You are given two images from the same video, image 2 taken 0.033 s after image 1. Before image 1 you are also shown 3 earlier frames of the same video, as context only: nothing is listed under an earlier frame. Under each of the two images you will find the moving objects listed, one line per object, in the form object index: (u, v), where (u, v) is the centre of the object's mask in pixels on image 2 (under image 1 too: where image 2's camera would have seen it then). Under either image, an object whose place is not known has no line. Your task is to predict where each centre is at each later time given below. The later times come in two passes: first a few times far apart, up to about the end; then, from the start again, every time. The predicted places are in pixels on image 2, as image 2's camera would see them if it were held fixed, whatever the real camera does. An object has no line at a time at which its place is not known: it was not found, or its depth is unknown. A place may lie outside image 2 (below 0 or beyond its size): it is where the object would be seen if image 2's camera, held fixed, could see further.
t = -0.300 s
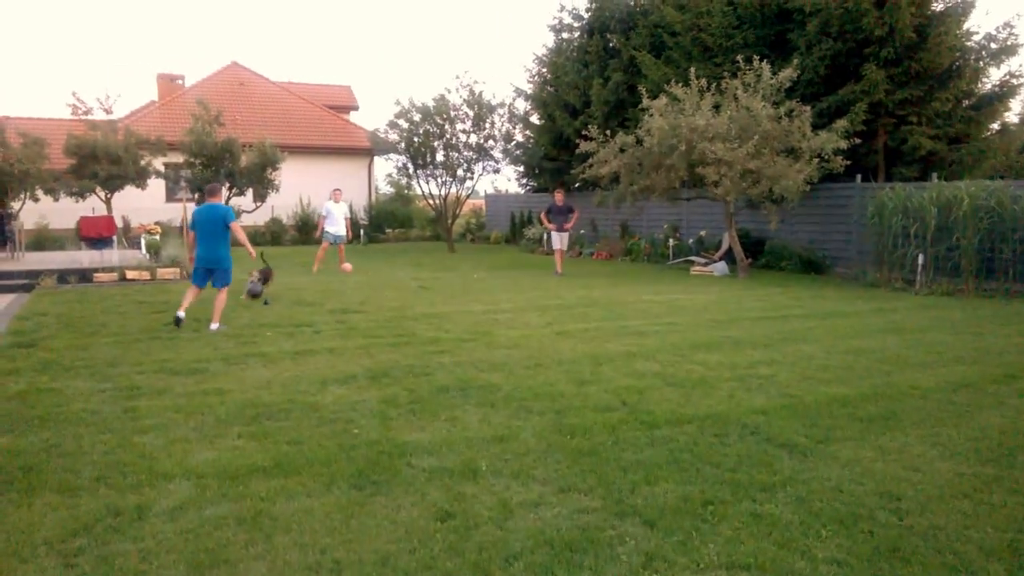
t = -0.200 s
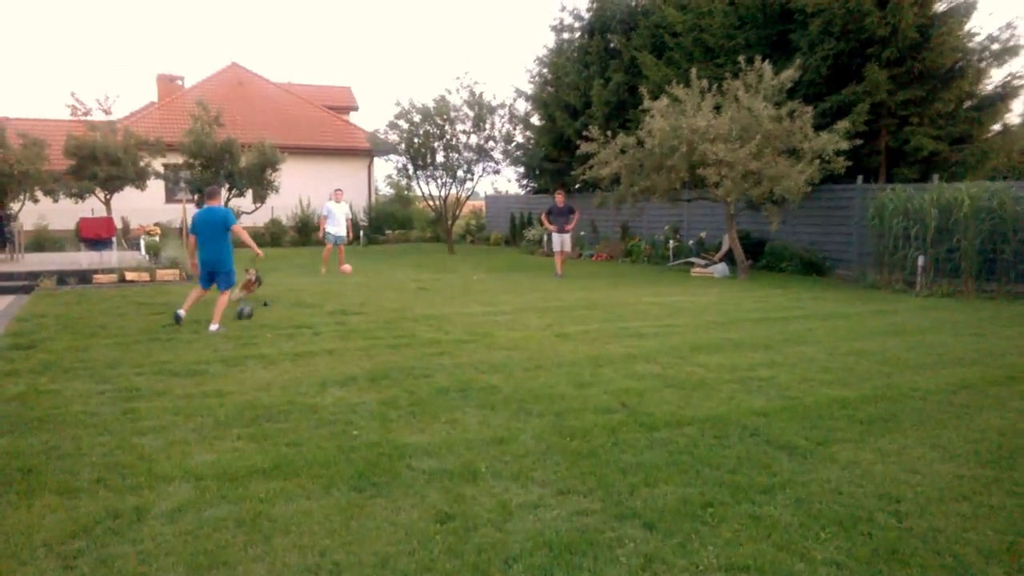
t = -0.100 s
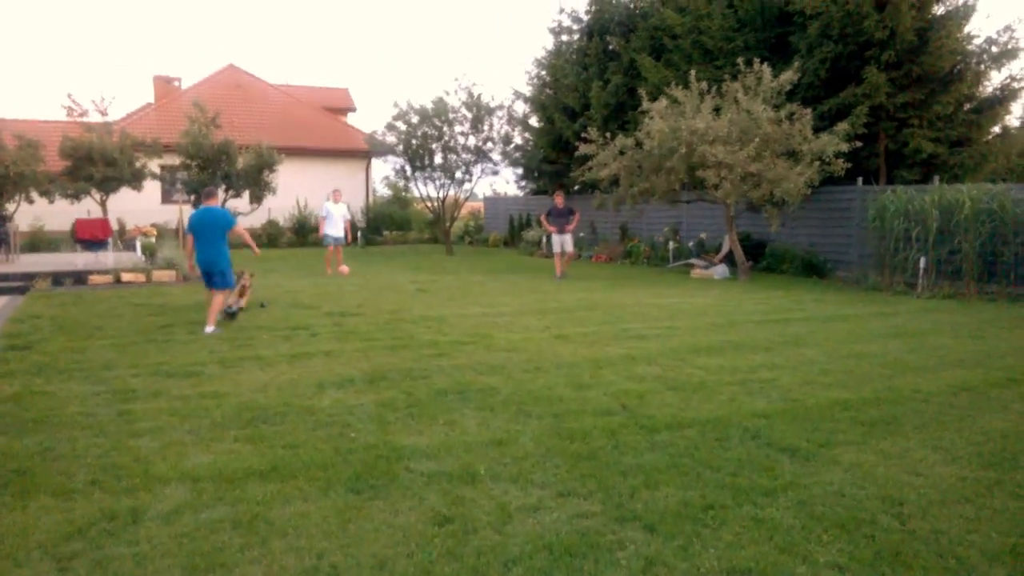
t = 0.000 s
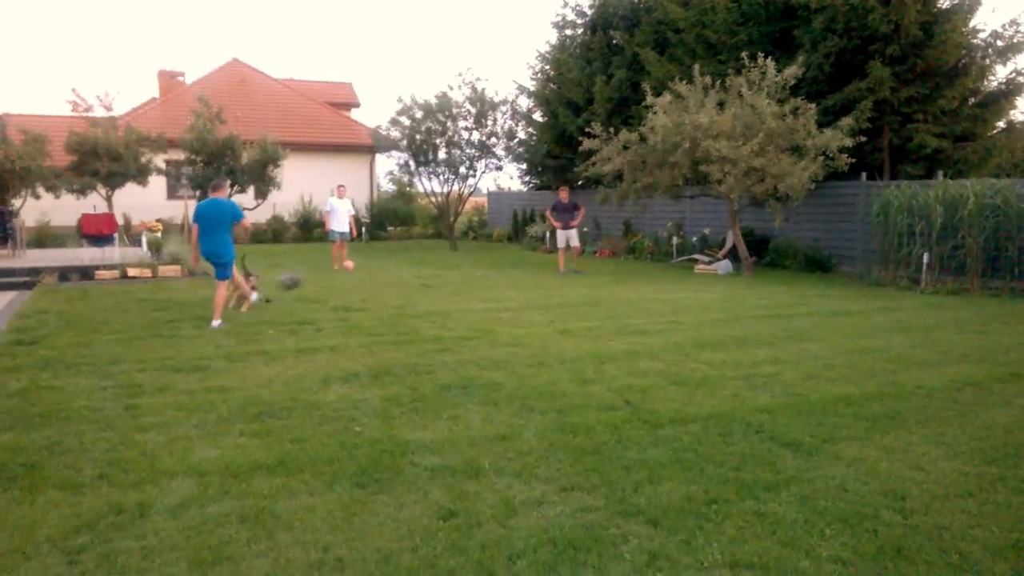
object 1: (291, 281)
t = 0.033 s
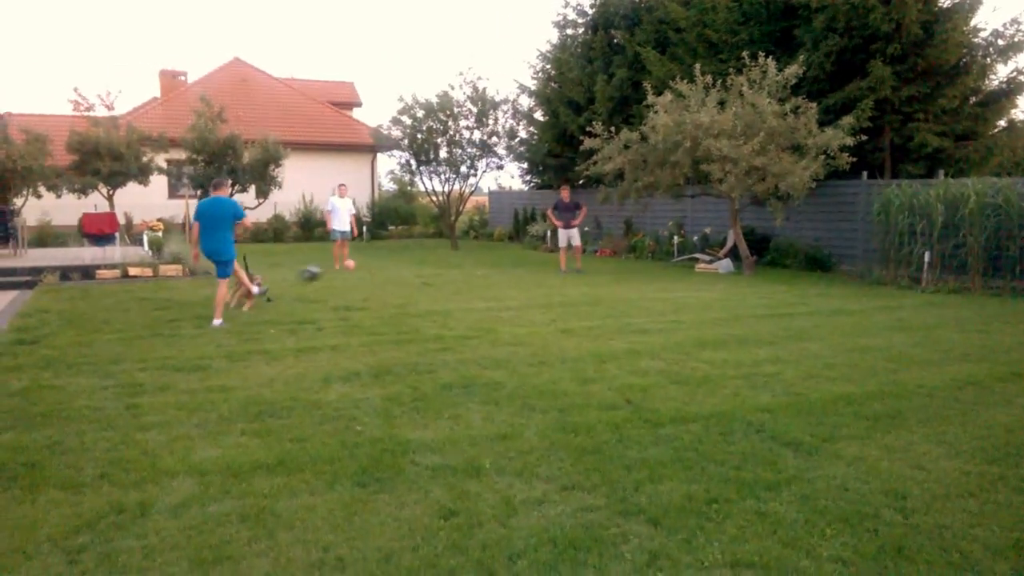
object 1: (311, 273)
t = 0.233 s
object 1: (429, 252)
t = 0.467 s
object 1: (577, 268)
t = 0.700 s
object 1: (740, 339)
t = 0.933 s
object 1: (848, 312)
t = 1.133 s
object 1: (954, 331)
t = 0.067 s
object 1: (328, 269)
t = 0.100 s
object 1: (348, 263)
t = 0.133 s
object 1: (371, 258)
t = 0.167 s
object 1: (390, 254)
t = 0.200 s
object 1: (408, 252)
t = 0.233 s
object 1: (429, 252)
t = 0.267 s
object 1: (449, 250)
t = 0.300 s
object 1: (471, 250)
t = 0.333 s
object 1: (491, 252)
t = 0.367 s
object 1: (513, 255)
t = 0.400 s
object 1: (532, 259)
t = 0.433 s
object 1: (557, 264)
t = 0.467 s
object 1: (577, 268)
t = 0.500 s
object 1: (602, 276)
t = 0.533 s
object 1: (623, 284)
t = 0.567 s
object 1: (646, 293)
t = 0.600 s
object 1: (670, 304)
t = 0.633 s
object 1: (694, 316)
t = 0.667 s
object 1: (716, 328)
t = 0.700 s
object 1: (740, 339)
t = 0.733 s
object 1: (756, 334)
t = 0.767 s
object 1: (770, 328)
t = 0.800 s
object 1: (786, 323)
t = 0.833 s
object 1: (800, 319)
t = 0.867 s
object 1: (817, 316)
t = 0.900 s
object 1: (832, 313)
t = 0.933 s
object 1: (848, 312)
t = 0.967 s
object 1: (866, 312)
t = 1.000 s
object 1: (882, 315)
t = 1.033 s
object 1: (901, 316)
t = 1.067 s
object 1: (919, 319)
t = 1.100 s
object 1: (937, 325)
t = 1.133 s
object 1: (954, 331)
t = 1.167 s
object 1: (973, 339)
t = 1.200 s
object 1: (993, 349)
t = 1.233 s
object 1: (1011, 361)
